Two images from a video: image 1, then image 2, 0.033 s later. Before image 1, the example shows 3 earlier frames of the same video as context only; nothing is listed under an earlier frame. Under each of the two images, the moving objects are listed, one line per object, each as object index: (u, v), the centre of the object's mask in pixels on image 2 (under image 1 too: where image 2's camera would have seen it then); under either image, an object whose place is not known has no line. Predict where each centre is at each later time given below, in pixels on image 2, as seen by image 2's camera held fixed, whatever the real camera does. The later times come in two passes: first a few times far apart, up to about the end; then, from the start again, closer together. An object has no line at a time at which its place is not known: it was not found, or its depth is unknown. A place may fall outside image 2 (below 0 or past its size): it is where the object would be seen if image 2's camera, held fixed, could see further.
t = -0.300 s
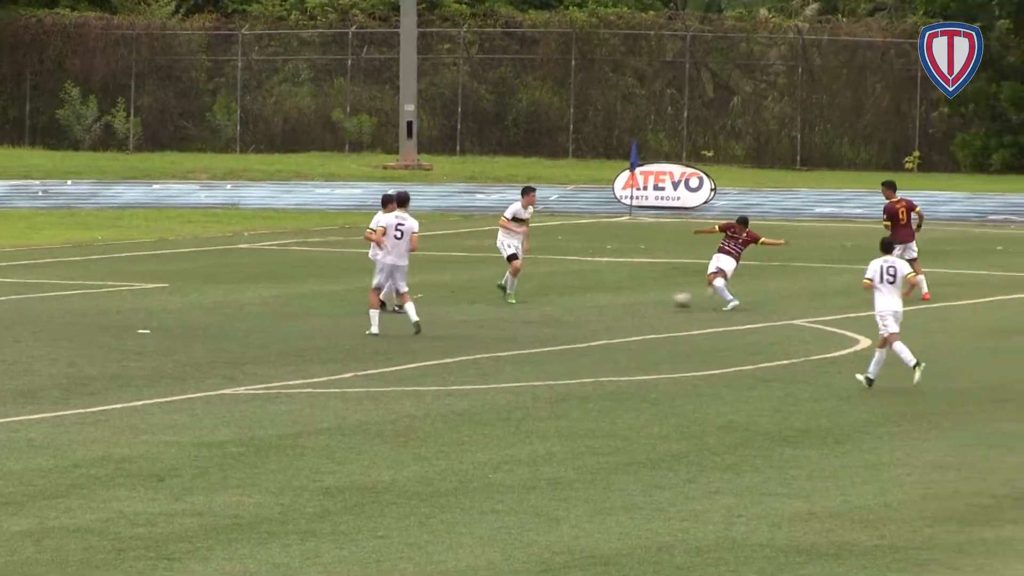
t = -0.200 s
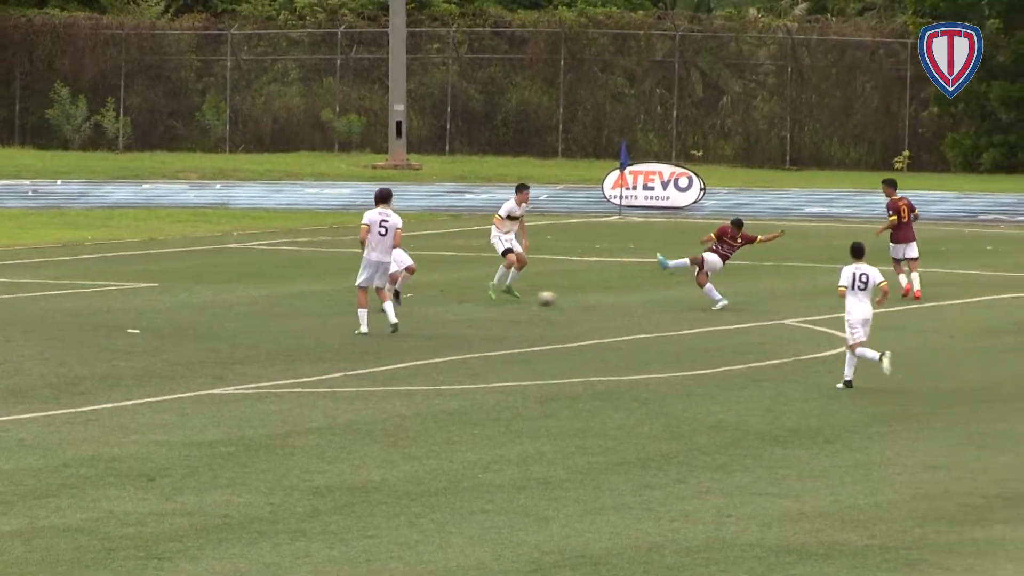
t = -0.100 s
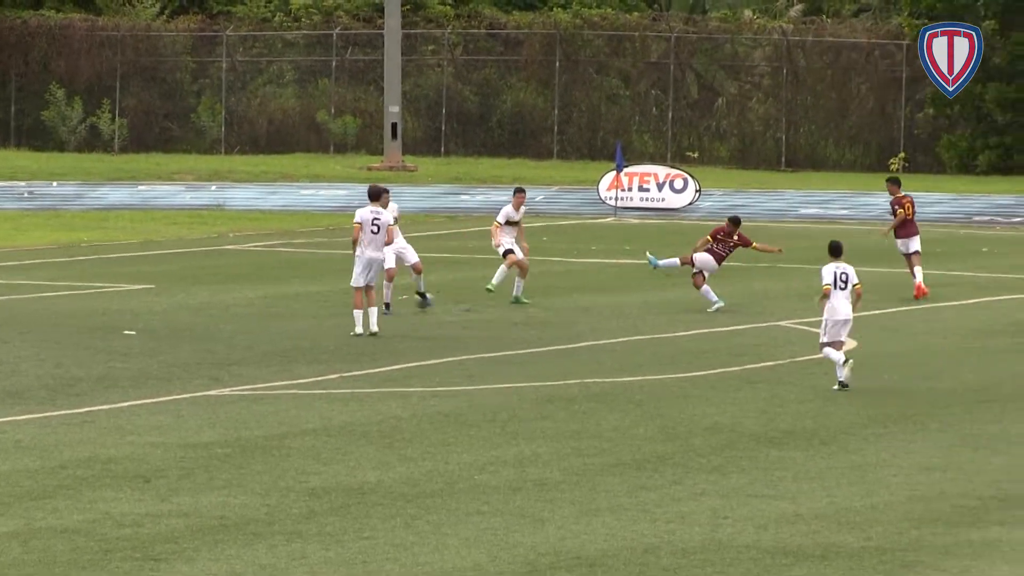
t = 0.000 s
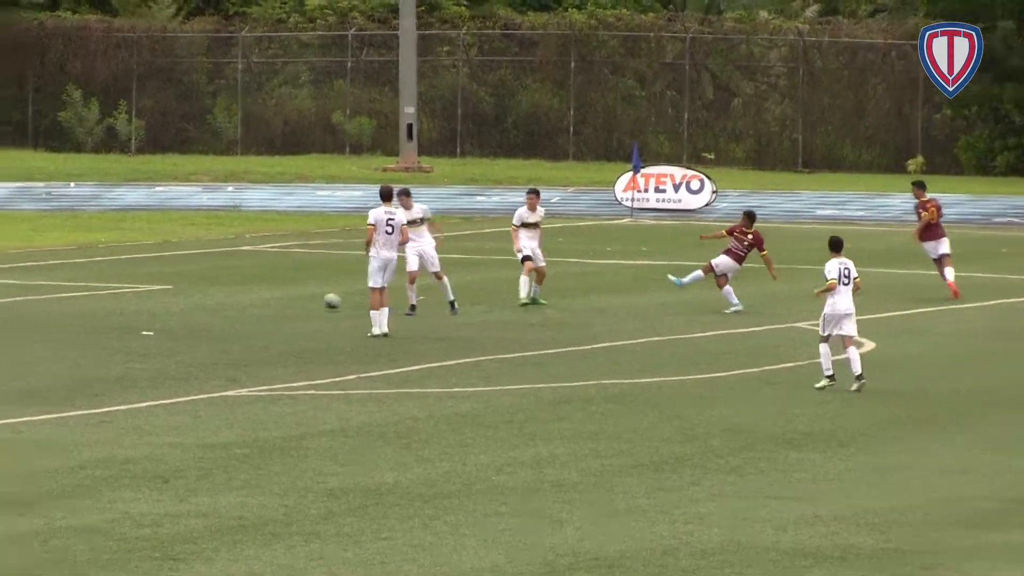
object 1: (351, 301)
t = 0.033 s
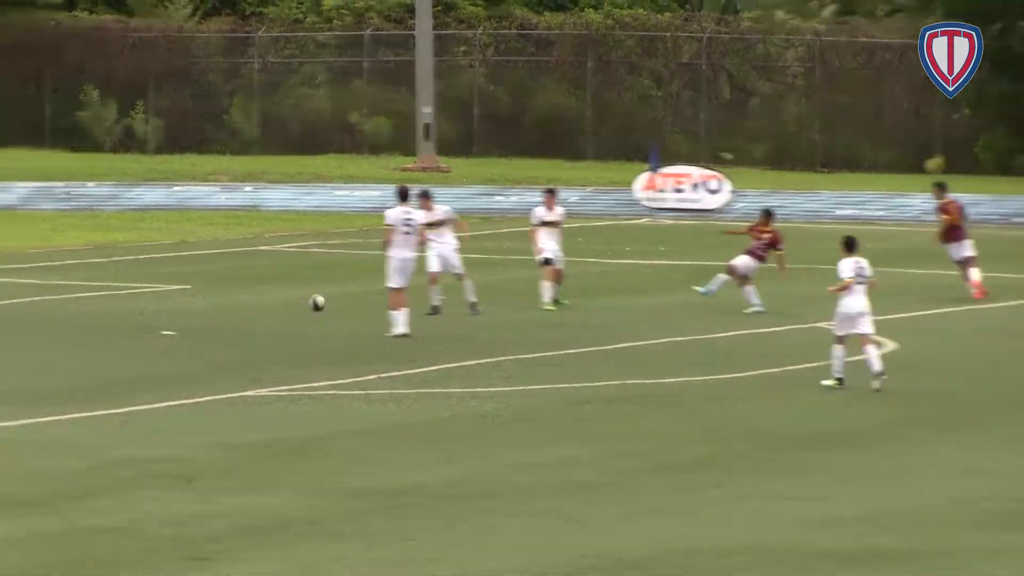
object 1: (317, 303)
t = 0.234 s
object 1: (136, 301)
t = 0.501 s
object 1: (-62, 299)
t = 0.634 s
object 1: (-164, 295)
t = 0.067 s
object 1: (285, 301)
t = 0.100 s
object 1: (255, 299)
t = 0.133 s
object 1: (226, 297)
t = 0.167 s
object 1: (195, 298)
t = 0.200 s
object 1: (165, 298)
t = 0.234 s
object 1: (136, 301)
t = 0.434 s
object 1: (-13, 298)
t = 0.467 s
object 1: (-39, 300)
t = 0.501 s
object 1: (-62, 299)
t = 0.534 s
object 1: (-88, 296)
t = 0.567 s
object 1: (-112, 295)
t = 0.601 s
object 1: (-138, 294)
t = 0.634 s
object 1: (-164, 295)
